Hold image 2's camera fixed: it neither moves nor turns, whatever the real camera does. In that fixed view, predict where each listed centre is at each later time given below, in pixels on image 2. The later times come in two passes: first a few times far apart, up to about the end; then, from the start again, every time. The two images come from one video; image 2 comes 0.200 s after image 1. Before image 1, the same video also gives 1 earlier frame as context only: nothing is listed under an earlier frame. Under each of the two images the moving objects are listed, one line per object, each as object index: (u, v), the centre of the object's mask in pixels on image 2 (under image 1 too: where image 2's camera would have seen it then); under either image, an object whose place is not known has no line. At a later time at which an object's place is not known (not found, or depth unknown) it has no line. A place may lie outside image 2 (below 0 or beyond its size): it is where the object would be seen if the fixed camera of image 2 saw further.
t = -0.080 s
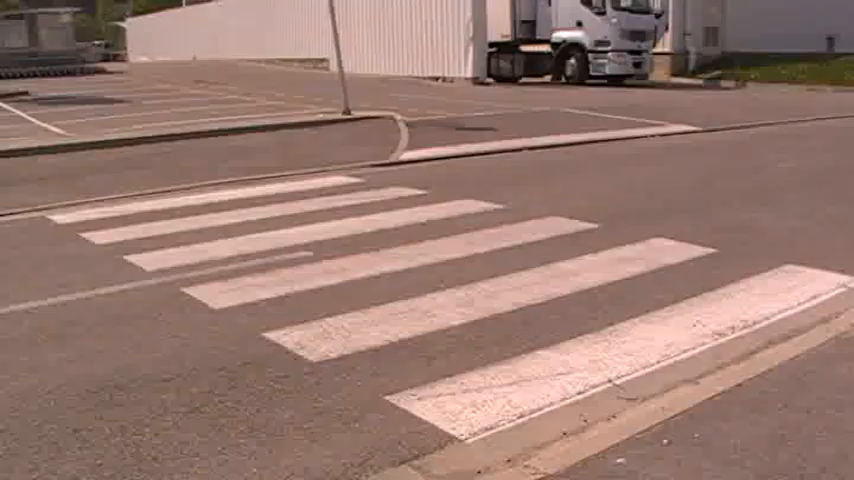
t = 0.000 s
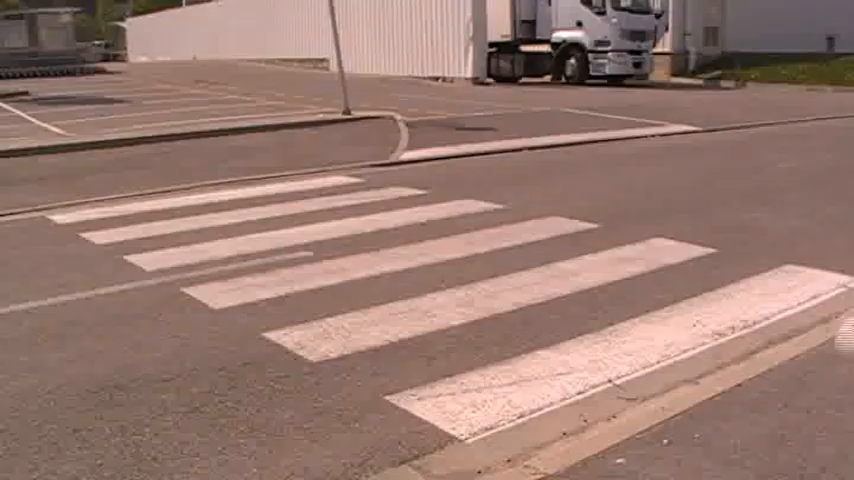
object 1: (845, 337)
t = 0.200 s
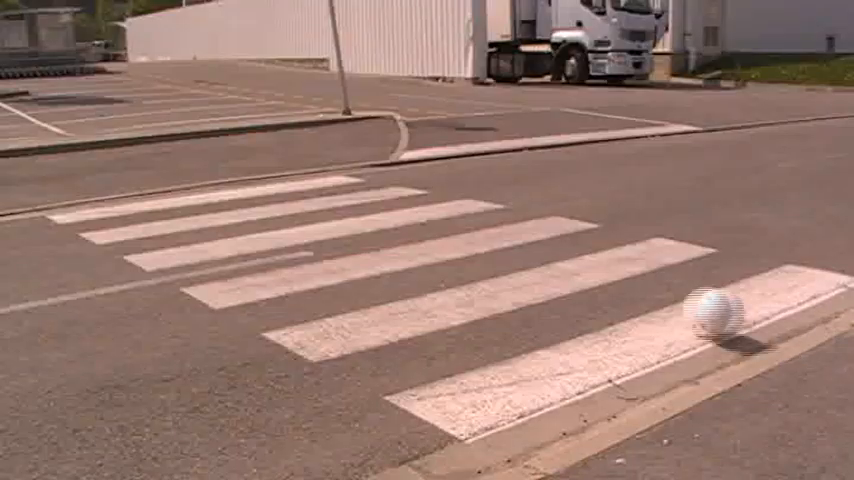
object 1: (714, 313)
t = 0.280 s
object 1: (658, 294)
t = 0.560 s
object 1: (510, 260)
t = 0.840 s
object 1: (401, 233)
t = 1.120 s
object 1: (320, 212)
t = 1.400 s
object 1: (257, 197)
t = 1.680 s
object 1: (209, 185)
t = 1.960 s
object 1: (175, 147)
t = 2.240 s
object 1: (155, 137)
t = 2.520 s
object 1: (135, 141)
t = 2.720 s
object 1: (120, 136)
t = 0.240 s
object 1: (687, 304)
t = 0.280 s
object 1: (658, 294)
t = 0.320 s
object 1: (635, 287)
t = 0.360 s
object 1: (613, 284)
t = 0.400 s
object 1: (590, 282)
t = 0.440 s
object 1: (569, 274)
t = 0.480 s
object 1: (548, 268)
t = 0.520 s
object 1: (529, 263)
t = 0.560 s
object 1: (510, 260)
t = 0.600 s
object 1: (490, 257)
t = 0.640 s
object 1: (475, 249)
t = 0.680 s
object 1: (459, 246)
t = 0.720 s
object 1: (444, 244)
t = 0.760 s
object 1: (430, 240)
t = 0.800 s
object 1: (416, 235)
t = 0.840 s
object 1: (401, 233)
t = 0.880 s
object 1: (388, 229)
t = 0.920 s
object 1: (376, 224)
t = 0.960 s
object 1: (364, 222)
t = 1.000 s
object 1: (352, 219)
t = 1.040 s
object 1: (340, 216)
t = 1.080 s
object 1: (329, 214)
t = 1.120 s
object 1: (320, 212)
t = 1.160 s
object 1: (311, 209)
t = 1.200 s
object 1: (301, 207)
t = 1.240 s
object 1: (291, 205)
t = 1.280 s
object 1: (283, 203)
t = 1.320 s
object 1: (274, 201)
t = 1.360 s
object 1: (265, 199)
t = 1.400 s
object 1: (257, 197)
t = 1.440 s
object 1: (251, 195)
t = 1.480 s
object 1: (244, 192)
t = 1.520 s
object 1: (236, 192)
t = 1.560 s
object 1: (228, 190)
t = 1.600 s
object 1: (222, 188)
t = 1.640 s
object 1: (215, 186)
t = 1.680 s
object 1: (209, 185)
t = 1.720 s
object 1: (203, 183)
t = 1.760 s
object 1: (196, 181)
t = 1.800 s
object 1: (191, 180)
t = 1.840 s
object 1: (185, 177)
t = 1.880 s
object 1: (181, 165)
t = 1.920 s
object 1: (178, 155)
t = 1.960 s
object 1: (175, 147)
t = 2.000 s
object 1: (172, 141)
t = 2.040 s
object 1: (169, 137)
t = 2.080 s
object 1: (165, 134)
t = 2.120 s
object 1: (163, 133)
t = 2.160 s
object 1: (161, 133)
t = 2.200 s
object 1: (158, 134)
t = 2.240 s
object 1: (155, 137)
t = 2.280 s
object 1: (152, 141)
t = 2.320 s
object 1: (149, 148)
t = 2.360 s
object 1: (147, 157)
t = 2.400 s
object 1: (145, 163)
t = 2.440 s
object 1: (142, 154)
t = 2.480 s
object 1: (138, 145)
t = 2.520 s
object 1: (135, 141)
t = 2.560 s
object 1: (132, 137)
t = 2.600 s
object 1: (128, 135)
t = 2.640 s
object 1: (125, 135)
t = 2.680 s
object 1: (122, 136)
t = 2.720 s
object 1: (120, 136)
